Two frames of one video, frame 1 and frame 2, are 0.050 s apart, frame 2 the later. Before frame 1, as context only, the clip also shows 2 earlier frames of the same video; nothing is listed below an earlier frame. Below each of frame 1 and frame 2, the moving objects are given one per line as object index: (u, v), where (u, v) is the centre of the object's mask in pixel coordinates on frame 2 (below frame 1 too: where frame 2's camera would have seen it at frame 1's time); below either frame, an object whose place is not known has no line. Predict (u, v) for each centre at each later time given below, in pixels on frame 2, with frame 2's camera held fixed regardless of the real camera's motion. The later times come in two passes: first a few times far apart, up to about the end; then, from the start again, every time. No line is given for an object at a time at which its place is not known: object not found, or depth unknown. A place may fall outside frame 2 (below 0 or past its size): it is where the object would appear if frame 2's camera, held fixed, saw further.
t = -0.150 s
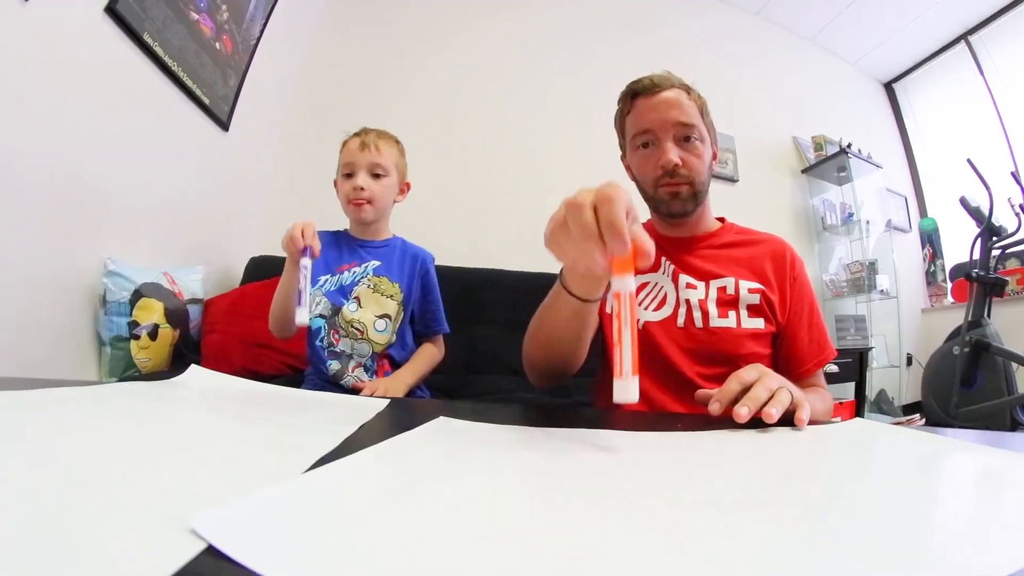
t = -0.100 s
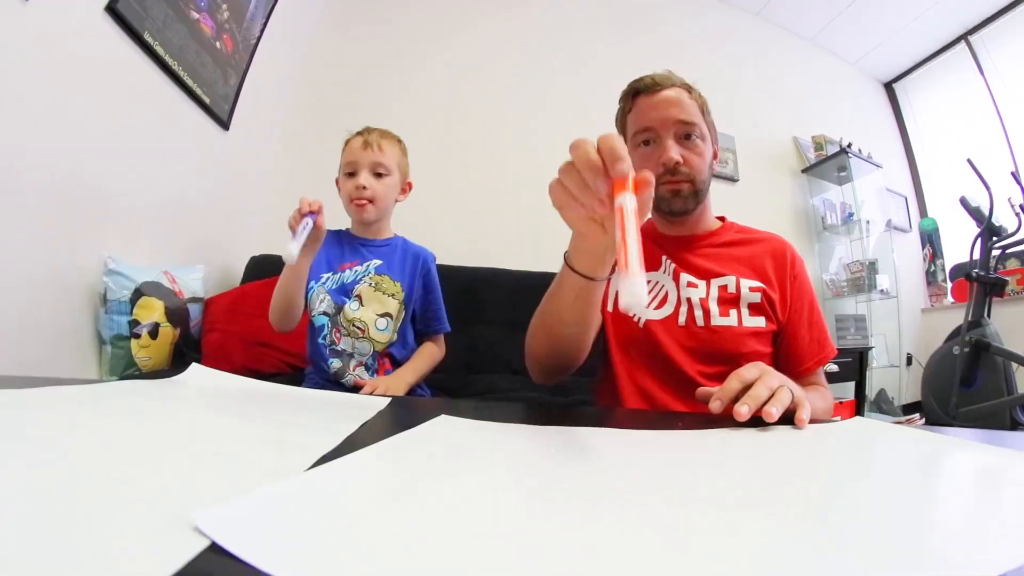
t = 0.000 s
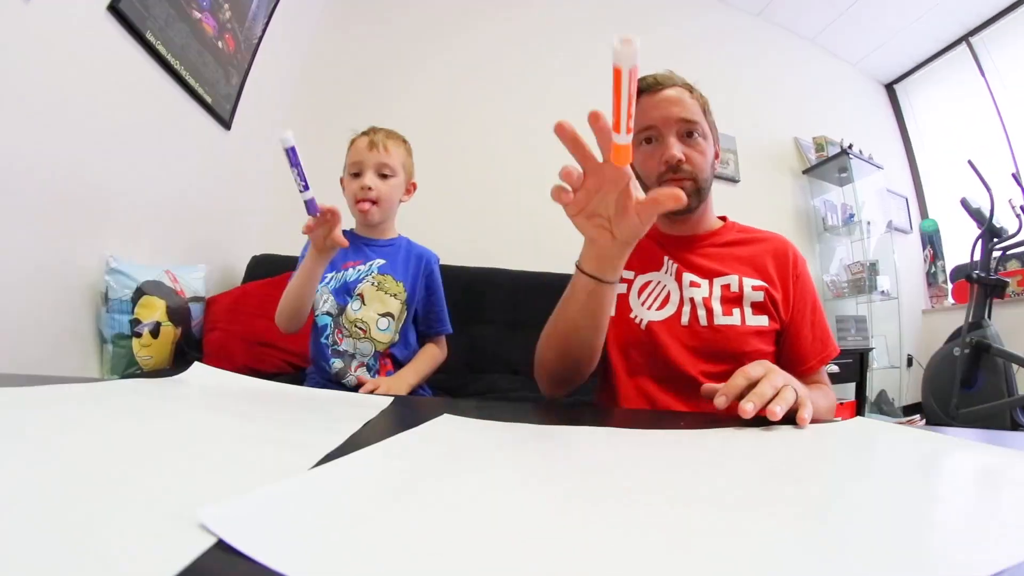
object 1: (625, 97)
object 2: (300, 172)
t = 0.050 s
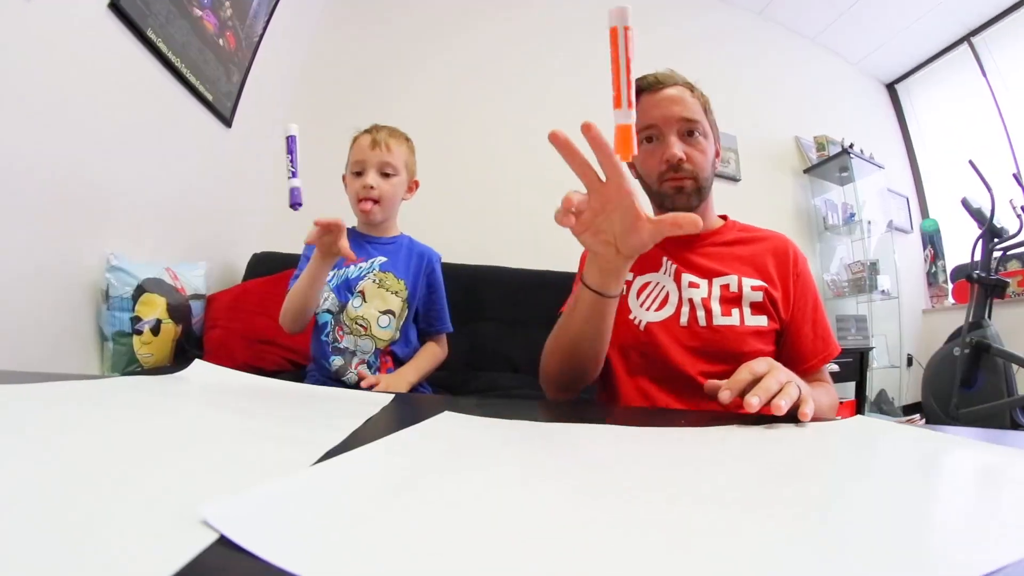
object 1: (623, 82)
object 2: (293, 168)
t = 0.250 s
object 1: (628, 293)
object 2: (228, 332)
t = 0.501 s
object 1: (623, 395)
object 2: (158, 375)
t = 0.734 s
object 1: (624, 442)
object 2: (98, 373)
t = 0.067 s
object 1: (623, 83)
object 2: (290, 168)
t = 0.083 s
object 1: (624, 84)
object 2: (285, 172)
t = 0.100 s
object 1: (625, 87)
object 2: (279, 177)
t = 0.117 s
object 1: (626, 92)
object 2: (273, 183)
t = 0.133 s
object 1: (629, 95)
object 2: (264, 190)
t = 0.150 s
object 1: (630, 92)
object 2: (258, 200)
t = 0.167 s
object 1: (629, 101)
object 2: (255, 216)
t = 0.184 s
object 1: (629, 116)
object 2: (251, 238)
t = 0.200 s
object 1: (629, 145)
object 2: (246, 263)
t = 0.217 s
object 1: (629, 183)
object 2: (240, 290)
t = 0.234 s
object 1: (629, 230)
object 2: (233, 318)
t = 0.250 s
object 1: (628, 293)
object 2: (228, 332)
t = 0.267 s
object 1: (625, 356)
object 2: (223, 330)
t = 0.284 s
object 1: (624, 371)
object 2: (220, 334)
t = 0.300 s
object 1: (623, 371)
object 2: (214, 333)
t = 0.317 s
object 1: (623, 376)
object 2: (209, 340)
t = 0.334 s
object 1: (623, 379)
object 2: (203, 343)
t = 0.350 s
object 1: (622, 379)
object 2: (197, 353)
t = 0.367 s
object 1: (622, 381)
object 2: (192, 363)
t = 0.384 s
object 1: (622, 383)
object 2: (185, 373)
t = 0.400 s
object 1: (622, 384)
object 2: (182, 374)
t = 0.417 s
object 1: (622, 384)
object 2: (178, 373)
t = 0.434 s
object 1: (623, 385)
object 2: (174, 374)
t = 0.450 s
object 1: (623, 387)
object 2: (170, 375)
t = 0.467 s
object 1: (623, 390)
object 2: (166, 375)
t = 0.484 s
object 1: (623, 392)
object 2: (162, 375)
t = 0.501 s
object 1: (623, 395)
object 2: (158, 375)
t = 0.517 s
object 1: (623, 400)
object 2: (154, 375)
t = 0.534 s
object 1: (624, 404)
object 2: (149, 374)
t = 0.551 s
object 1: (624, 410)
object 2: (145, 374)
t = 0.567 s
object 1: (625, 418)
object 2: (140, 374)
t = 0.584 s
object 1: (625, 427)
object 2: (136, 374)
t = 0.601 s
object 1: (624, 439)
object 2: (131, 374)
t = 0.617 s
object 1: (624, 440)
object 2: (127, 374)
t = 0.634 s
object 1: (624, 437)
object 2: (122, 374)
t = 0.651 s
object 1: (625, 435)
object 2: (118, 374)
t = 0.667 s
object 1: (625, 435)
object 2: (115, 374)
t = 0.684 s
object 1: (624, 439)
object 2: (111, 373)
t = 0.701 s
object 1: (624, 443)
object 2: (107, 373)
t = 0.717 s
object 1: (624, 441)
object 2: (102, 373)
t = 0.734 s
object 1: (624, 442)
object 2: (98, 373)
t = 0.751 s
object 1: (623, 444)
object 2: (94, 372)
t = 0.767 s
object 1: (623, 444)
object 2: (89, 372)
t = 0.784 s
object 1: (623, 444)
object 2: (85, 371)
